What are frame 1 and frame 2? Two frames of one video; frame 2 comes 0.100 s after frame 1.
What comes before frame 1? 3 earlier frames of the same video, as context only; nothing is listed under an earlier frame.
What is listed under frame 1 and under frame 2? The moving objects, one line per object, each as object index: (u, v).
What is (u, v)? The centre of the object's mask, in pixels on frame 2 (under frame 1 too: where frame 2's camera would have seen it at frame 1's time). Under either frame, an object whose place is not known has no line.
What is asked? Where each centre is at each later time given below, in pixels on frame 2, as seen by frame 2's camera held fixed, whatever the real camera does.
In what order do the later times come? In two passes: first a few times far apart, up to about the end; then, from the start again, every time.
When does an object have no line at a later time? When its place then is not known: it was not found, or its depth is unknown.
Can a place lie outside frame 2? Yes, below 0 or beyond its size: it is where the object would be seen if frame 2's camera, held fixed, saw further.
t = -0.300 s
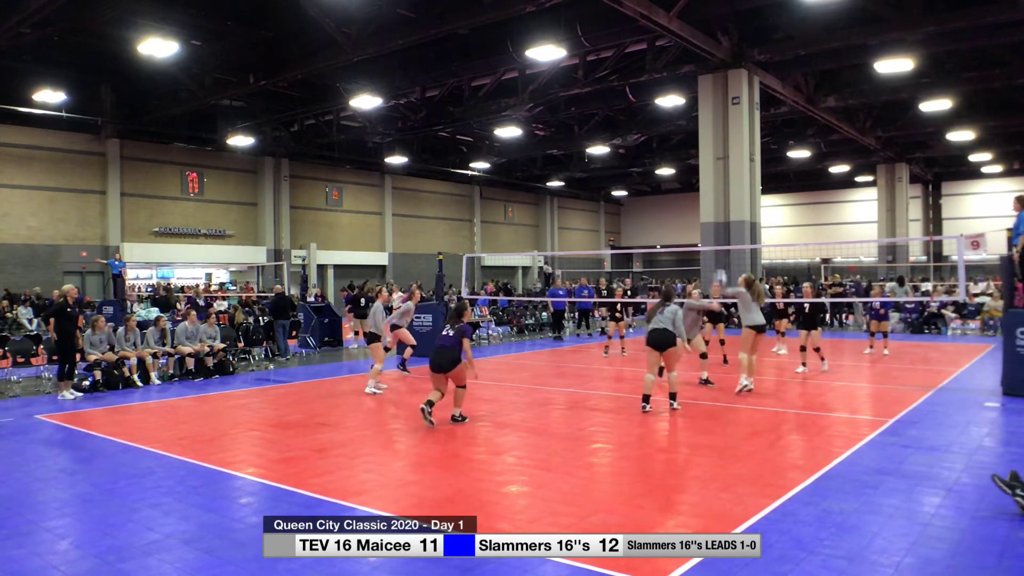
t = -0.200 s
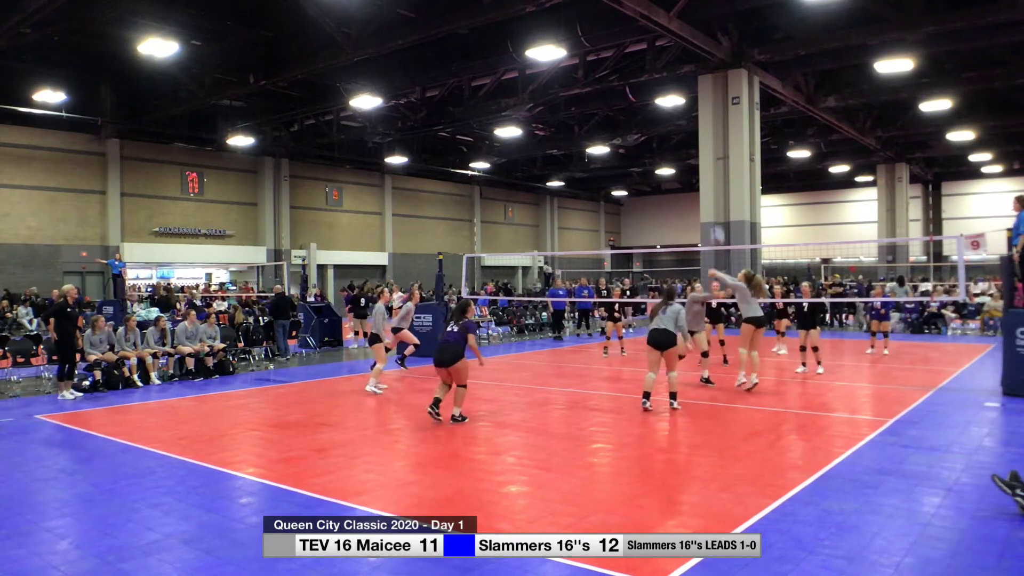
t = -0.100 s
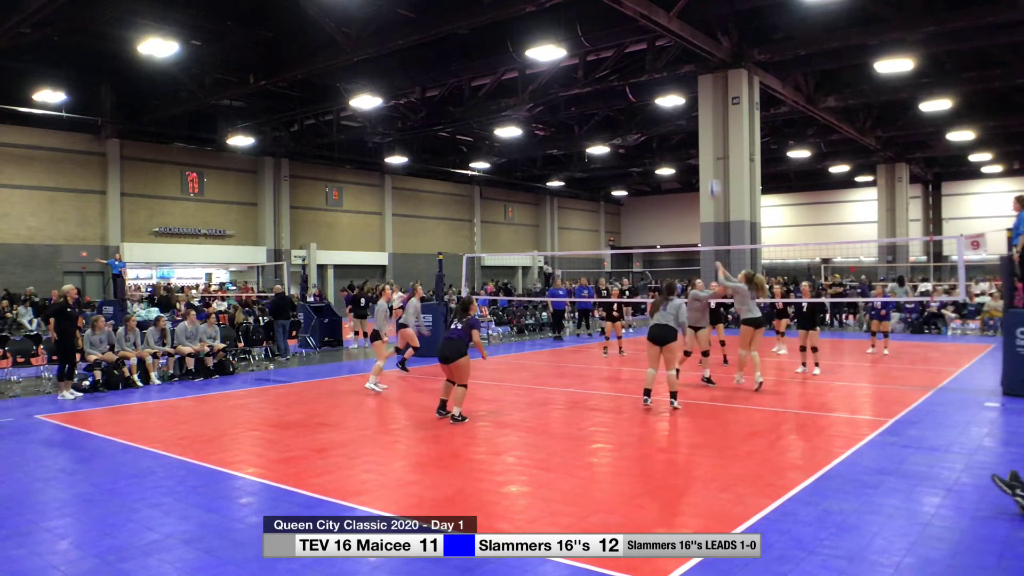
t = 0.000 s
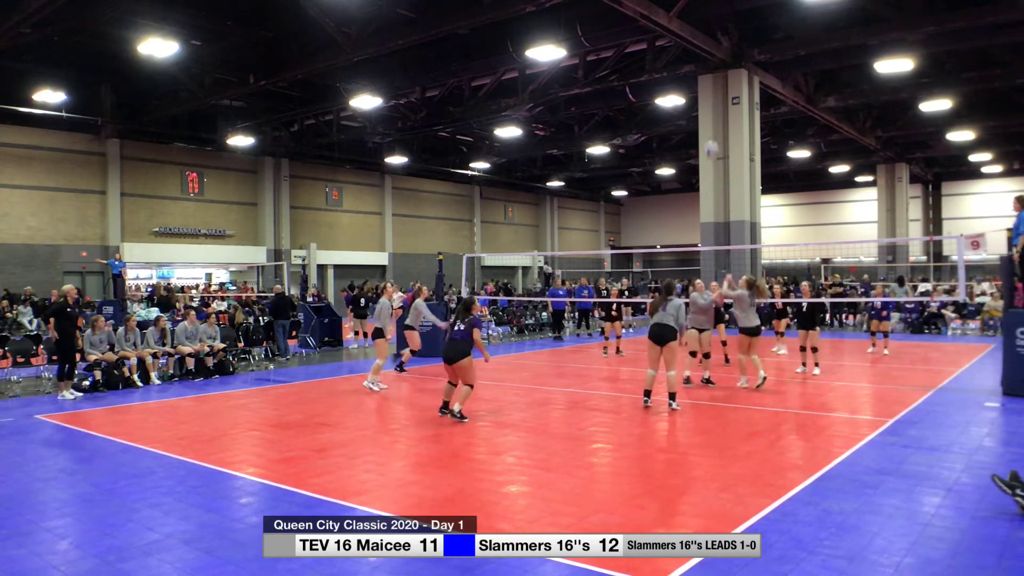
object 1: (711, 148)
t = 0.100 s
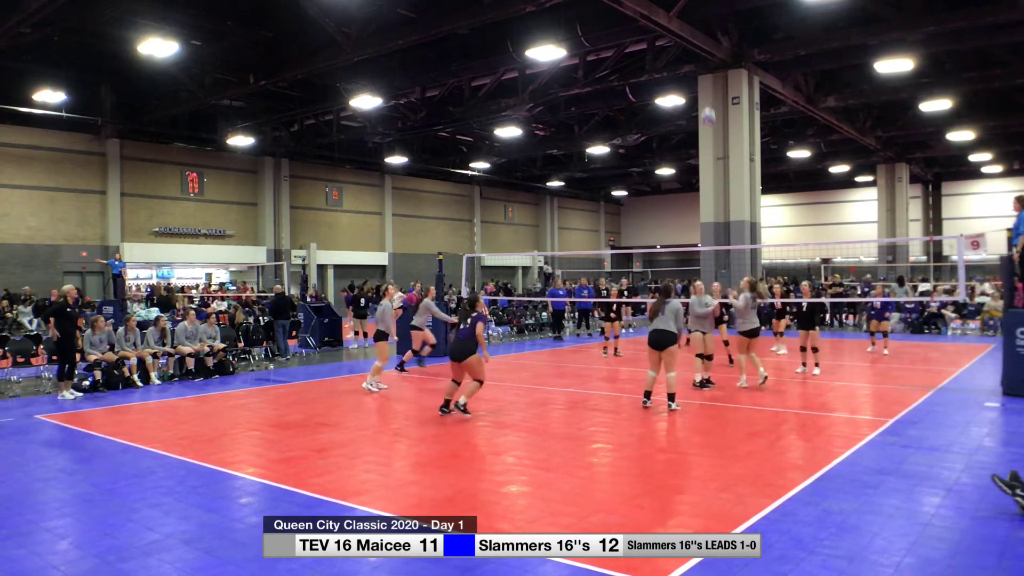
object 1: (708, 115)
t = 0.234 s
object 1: (703, 81)
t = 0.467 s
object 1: (696, 50)
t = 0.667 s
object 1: (691, 49)
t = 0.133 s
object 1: (707, 106)
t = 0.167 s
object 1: (706, 96)
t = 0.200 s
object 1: (704, 89)
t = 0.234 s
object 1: (703, 81)
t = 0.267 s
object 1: (702, 75)
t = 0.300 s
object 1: (701, 69)
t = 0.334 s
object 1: (700, 64)
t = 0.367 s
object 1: (699, 59)
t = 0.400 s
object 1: (698, 55)
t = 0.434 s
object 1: (697, 52)
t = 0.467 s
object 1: (696, 50)
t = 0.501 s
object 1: (695, 48)
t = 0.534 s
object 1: (694, 47)
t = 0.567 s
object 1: (693, 46)
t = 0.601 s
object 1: (692, 47)
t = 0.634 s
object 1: (692, 48)
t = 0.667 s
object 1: (691, 49)
